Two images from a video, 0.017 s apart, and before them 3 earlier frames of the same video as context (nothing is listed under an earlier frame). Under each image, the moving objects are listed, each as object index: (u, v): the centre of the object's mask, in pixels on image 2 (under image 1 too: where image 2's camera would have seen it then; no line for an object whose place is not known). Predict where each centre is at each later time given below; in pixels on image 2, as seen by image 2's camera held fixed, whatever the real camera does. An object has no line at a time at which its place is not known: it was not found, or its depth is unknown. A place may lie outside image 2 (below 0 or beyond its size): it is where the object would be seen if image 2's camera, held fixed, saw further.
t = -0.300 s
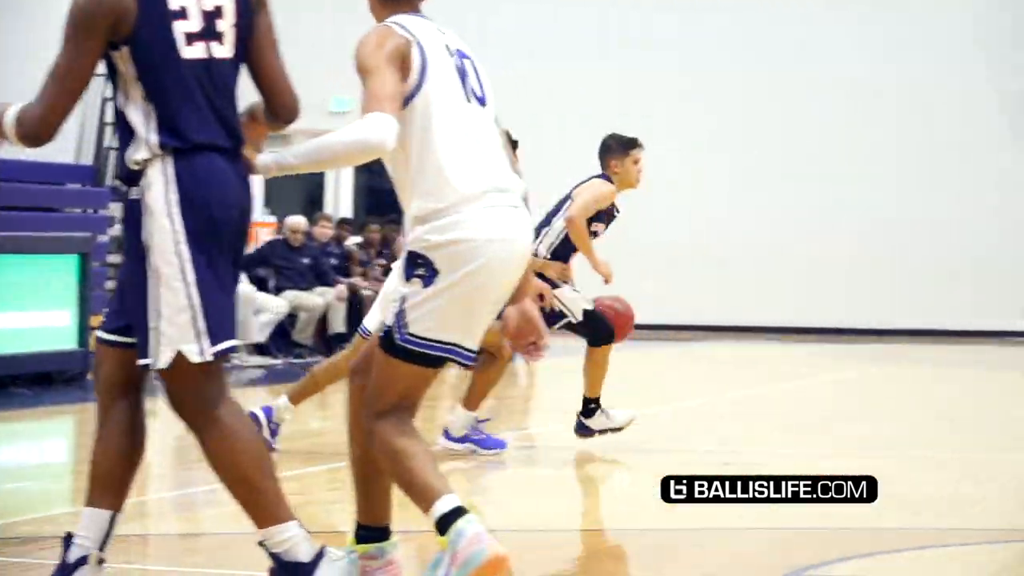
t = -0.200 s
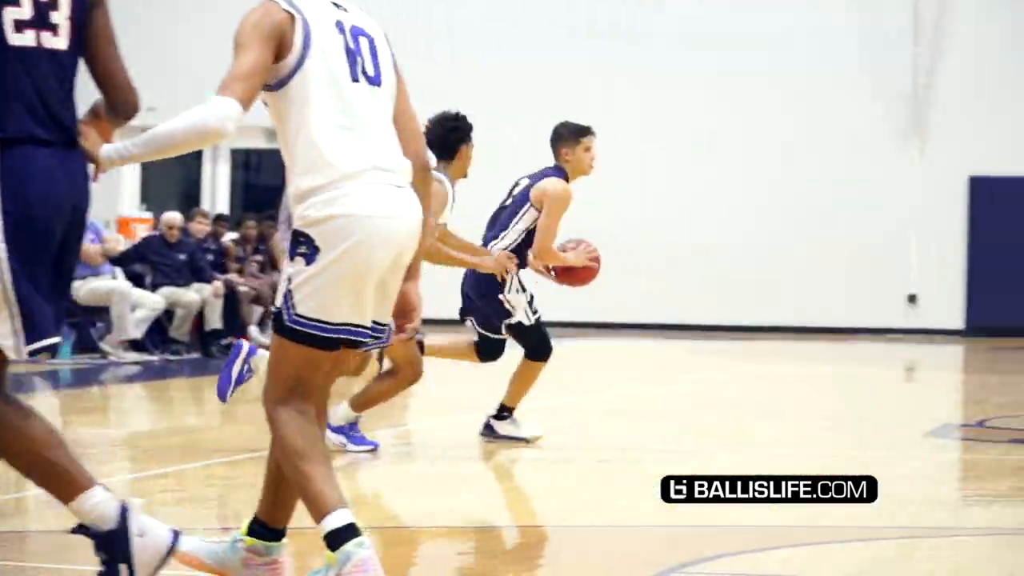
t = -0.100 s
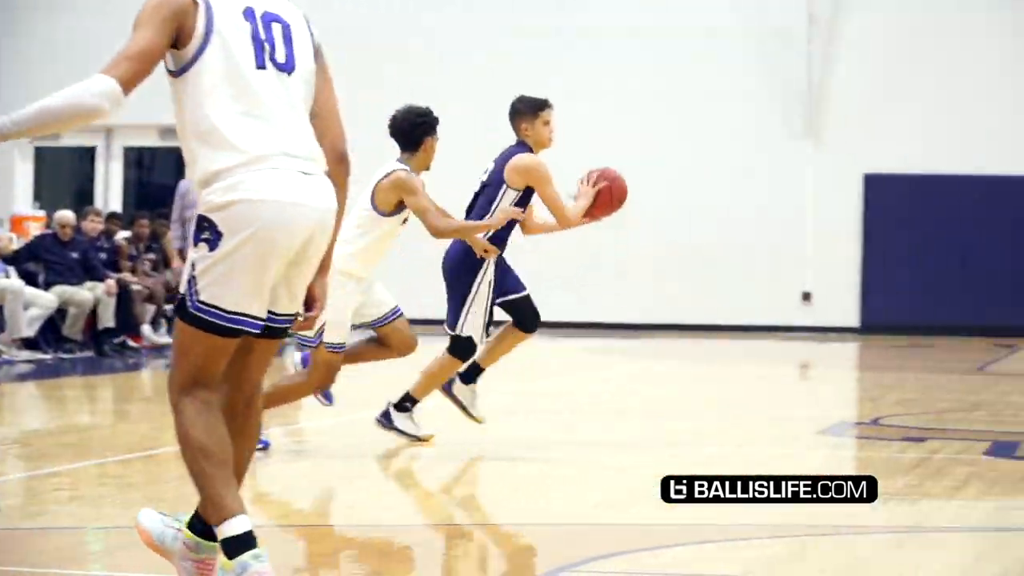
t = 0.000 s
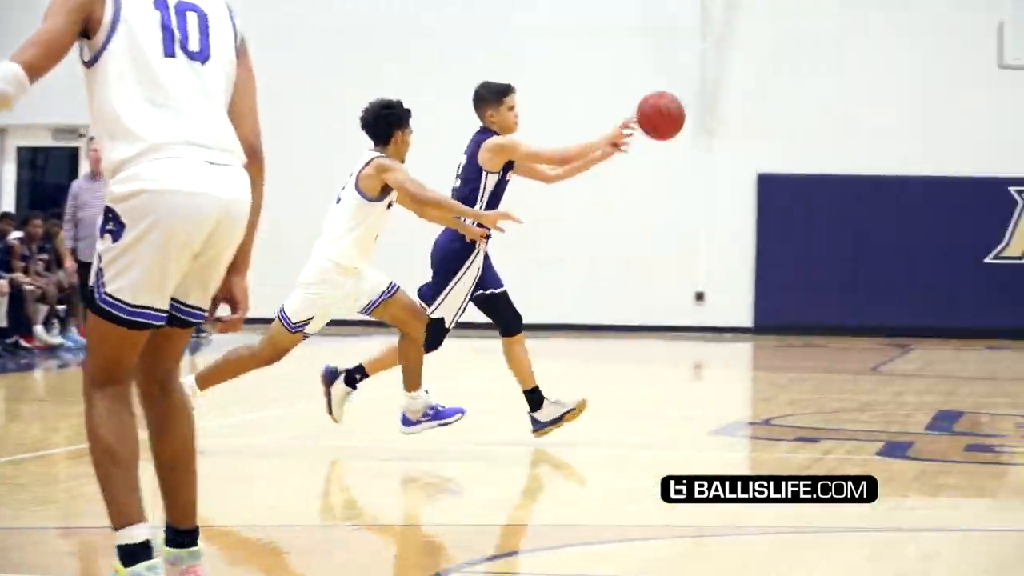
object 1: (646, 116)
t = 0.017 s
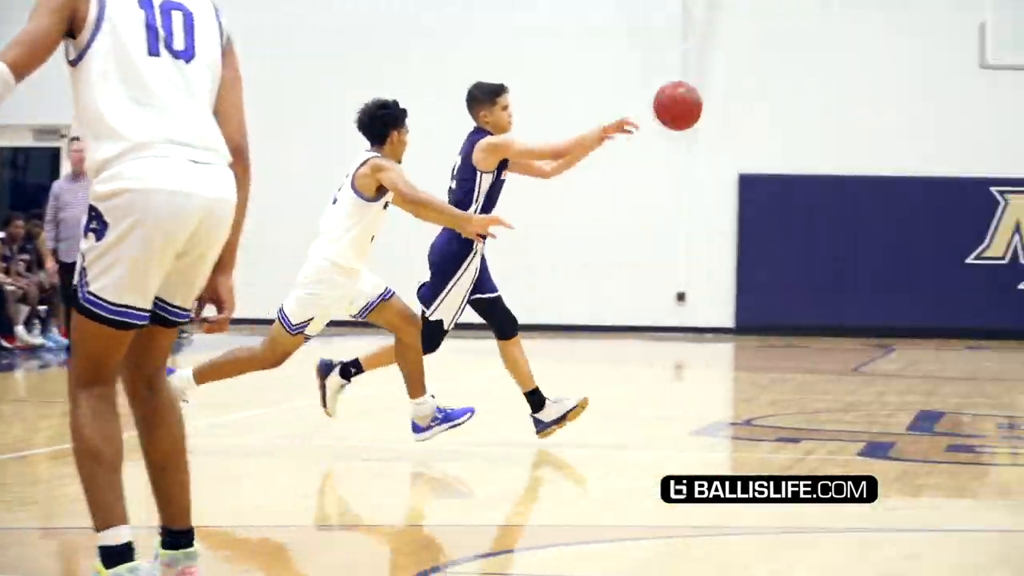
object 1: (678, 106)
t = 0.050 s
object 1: (742, 84)
